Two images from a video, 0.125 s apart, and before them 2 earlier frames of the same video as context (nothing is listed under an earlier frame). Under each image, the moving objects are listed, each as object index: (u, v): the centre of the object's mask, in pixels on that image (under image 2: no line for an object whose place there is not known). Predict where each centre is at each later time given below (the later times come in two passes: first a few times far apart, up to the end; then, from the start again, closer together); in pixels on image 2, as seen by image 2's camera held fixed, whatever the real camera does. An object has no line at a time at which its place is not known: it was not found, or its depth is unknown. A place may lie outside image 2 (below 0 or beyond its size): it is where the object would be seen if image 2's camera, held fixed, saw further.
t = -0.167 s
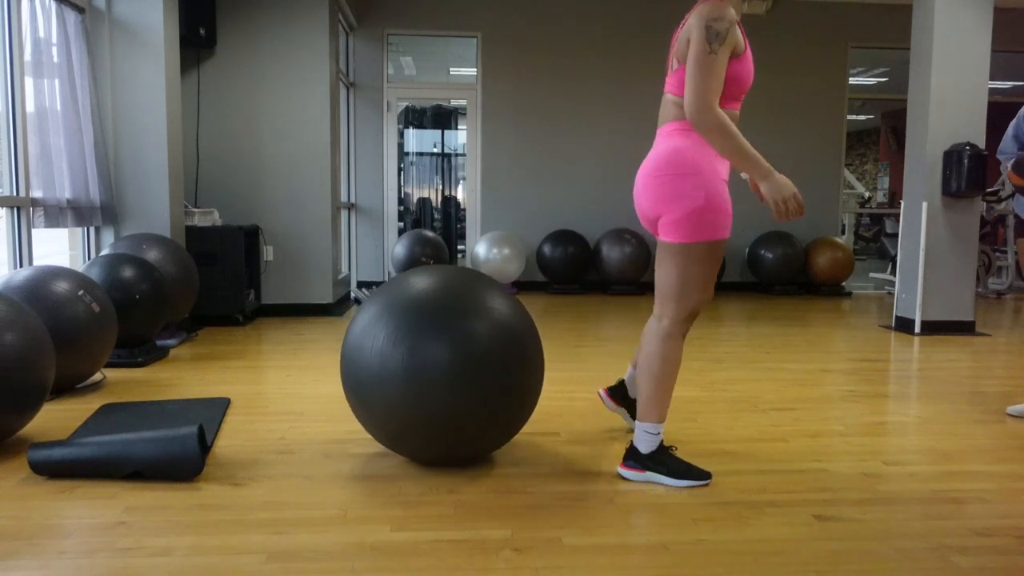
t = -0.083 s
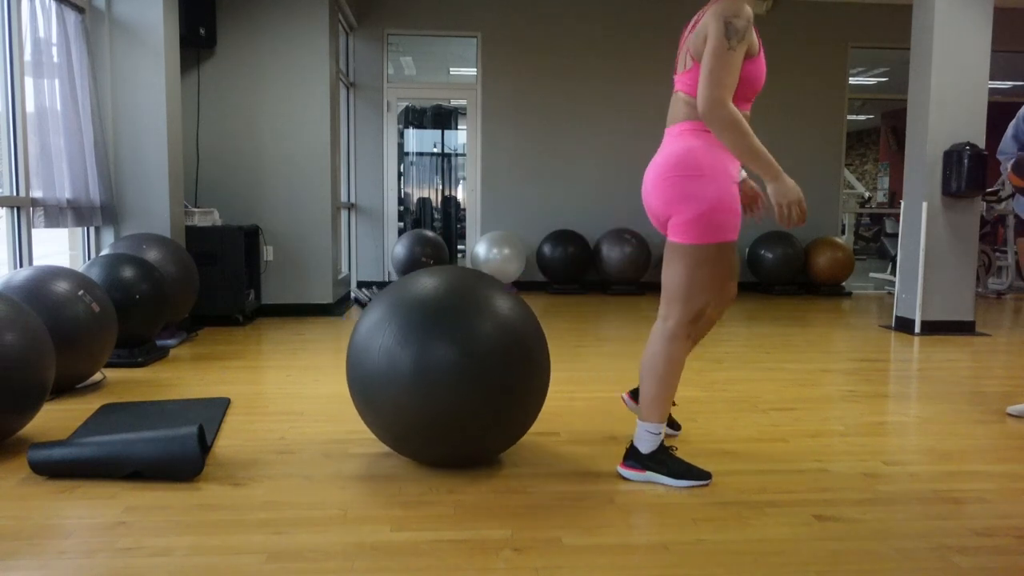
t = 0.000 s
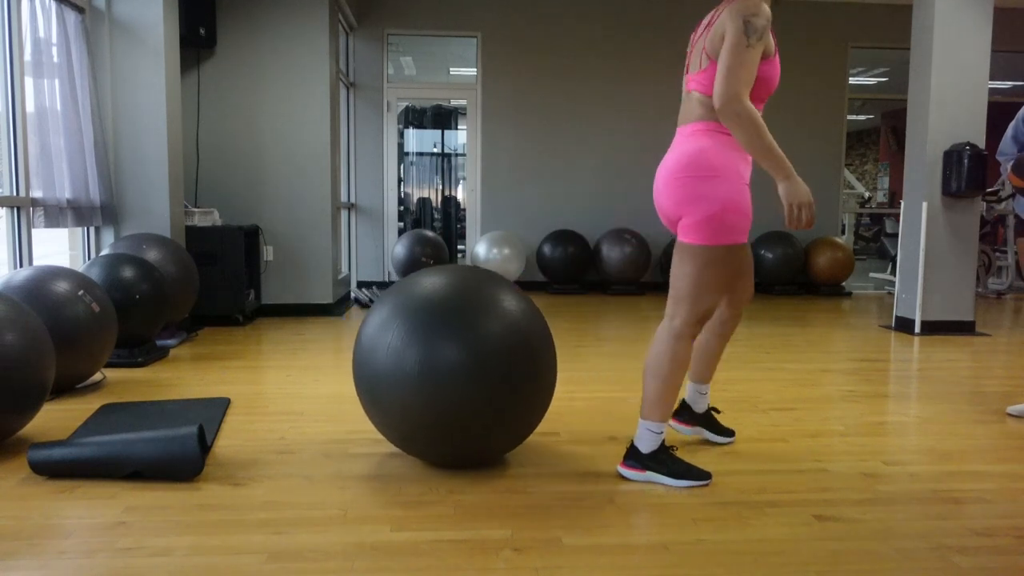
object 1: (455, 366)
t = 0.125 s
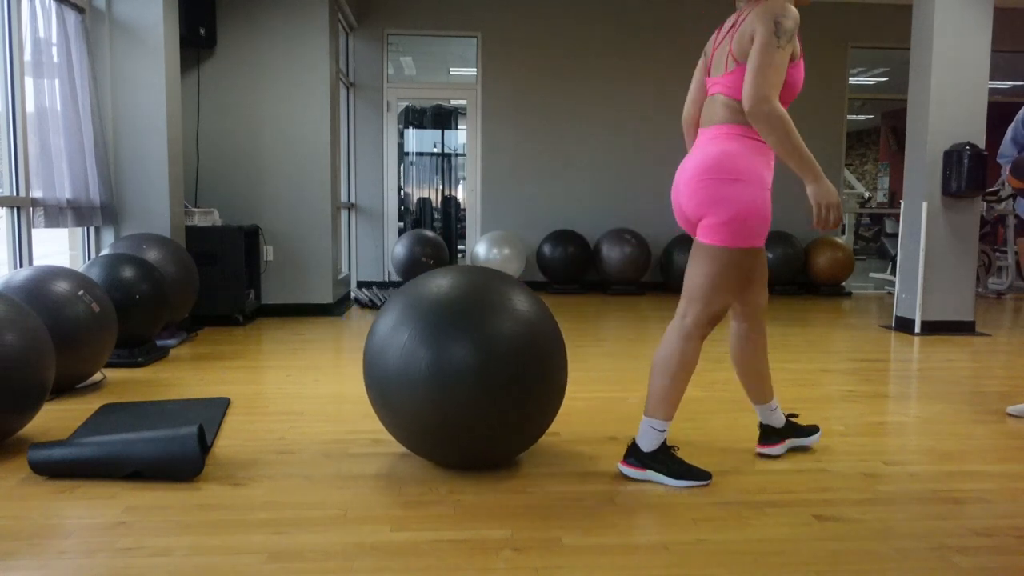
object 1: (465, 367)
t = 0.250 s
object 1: (478, 367)
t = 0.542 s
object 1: (510, 368)
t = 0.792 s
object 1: (544, 369)
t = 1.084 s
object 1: (594, 373)
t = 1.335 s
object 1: (643, 380)
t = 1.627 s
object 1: (704, 388)
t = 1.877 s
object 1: (751, 393)
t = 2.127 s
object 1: (786, 399)
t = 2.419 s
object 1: (816, 404)
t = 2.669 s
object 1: (827, 406)
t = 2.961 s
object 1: (825, 408)
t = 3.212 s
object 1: (810, 406)
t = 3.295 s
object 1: (802, 407)
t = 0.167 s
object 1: (470, 367)
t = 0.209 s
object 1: (474, 366)
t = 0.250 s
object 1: (478, 367)
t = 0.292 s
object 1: (482, 367)
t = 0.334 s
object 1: (486, 367)
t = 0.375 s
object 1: (491, 367)
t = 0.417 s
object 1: (495, 367)
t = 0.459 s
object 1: (500, 367)
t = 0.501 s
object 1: (505, 368)
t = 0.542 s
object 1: (510, 368)
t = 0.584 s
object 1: (515, 367)
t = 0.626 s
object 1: (521, 368)
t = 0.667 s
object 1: (526, 369)
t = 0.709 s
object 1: (532, 369)
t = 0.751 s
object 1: (538, 369)
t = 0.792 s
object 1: (544, 369)
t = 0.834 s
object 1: (551, 370)
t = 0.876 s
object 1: (557, 370)
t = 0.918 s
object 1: (564, 371)
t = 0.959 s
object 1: (571, 371)
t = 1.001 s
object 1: (579, 371)
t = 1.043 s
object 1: (586, 373)
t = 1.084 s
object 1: (594, 373)
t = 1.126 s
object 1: (601, 374)
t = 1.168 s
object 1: (610, 375)
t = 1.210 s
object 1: (618, 376)
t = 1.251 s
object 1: (626, 378)
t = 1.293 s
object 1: (635, 379)
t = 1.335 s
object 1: (643, 380)
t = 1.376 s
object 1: (652, 381)
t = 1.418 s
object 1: (661, 382)
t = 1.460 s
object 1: (670, 383)
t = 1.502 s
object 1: (678, 385)
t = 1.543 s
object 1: (687, 385)
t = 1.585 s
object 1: (696, 387)
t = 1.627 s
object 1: (704, 388)
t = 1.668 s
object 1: (713, 389)
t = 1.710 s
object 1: (721, 390)
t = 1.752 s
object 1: (728, 390)
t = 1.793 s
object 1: (736, 392)
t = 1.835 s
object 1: (743, 392)
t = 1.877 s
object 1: (751, 393)
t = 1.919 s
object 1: (757, 395)
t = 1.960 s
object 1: (764, 395)
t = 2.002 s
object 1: (769, 396)
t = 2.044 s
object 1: (775, 397)
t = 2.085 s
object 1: (781, 398)
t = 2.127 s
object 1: (786, 399)
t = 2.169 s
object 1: (791, 400)
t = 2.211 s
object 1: (796, 401)
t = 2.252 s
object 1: (801, 401)
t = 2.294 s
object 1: (805, 402)
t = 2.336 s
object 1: (809, 402)
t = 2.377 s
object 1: (813, 403)
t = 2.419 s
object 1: (816, 404)
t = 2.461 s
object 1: (818, 404)
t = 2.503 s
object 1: (821, 404)
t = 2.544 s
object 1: (823, 405)
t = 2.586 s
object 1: (825, 405)
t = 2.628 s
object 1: (826, 406)
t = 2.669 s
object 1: (827, 406)
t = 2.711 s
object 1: (828, 406)
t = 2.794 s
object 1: (828, 407)
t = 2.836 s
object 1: (828, 407)
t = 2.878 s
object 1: (828, 407)
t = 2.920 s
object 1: (826, 407)
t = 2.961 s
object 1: (825, 408)
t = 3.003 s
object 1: (823, 406)
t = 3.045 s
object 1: (821, 407)
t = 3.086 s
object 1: (819, 407)
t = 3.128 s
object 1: (816, 406)
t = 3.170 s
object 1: (813, 407)
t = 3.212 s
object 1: (810, 406)
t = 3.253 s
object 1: (806, 406)
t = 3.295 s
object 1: (802, 407)
